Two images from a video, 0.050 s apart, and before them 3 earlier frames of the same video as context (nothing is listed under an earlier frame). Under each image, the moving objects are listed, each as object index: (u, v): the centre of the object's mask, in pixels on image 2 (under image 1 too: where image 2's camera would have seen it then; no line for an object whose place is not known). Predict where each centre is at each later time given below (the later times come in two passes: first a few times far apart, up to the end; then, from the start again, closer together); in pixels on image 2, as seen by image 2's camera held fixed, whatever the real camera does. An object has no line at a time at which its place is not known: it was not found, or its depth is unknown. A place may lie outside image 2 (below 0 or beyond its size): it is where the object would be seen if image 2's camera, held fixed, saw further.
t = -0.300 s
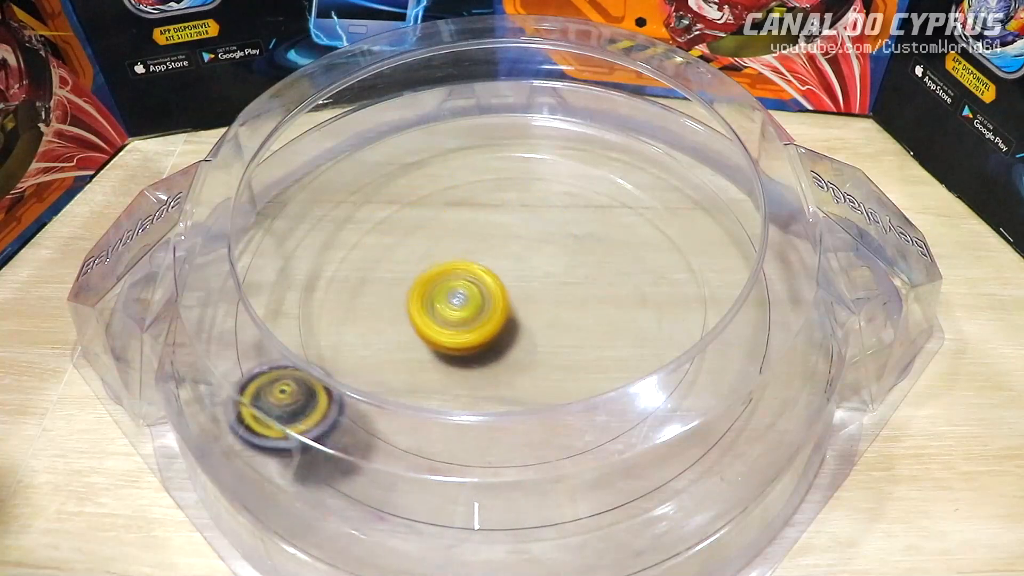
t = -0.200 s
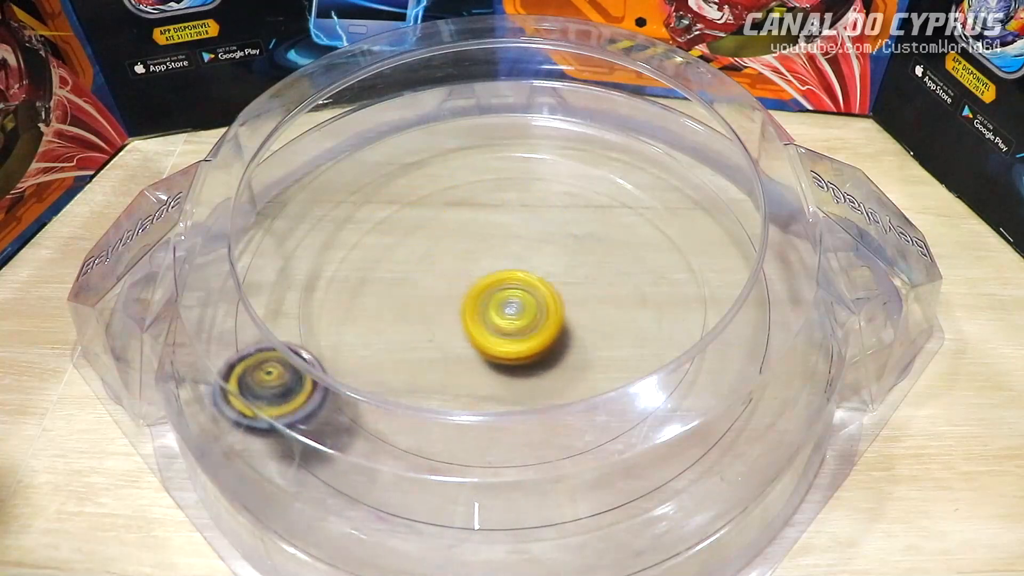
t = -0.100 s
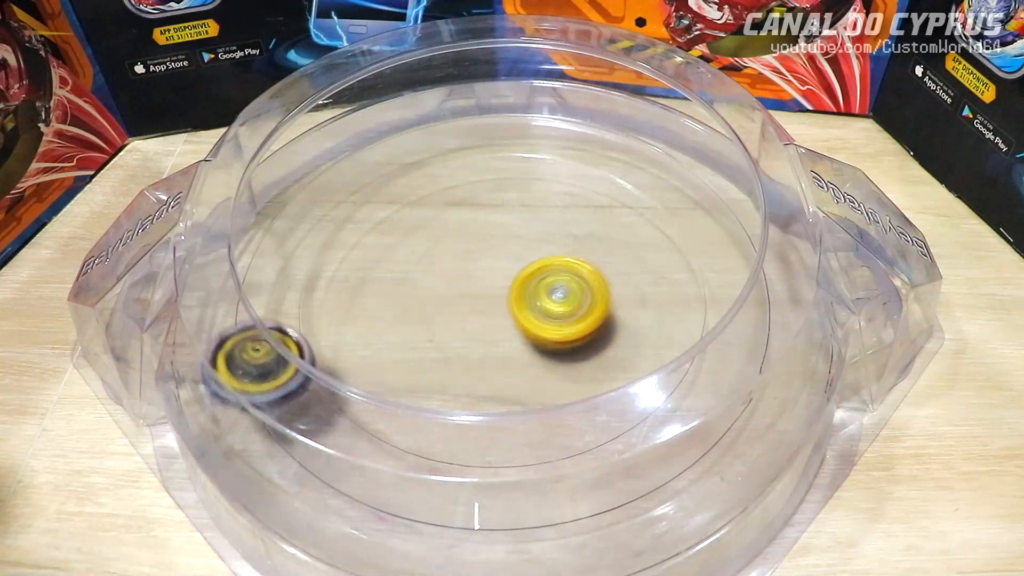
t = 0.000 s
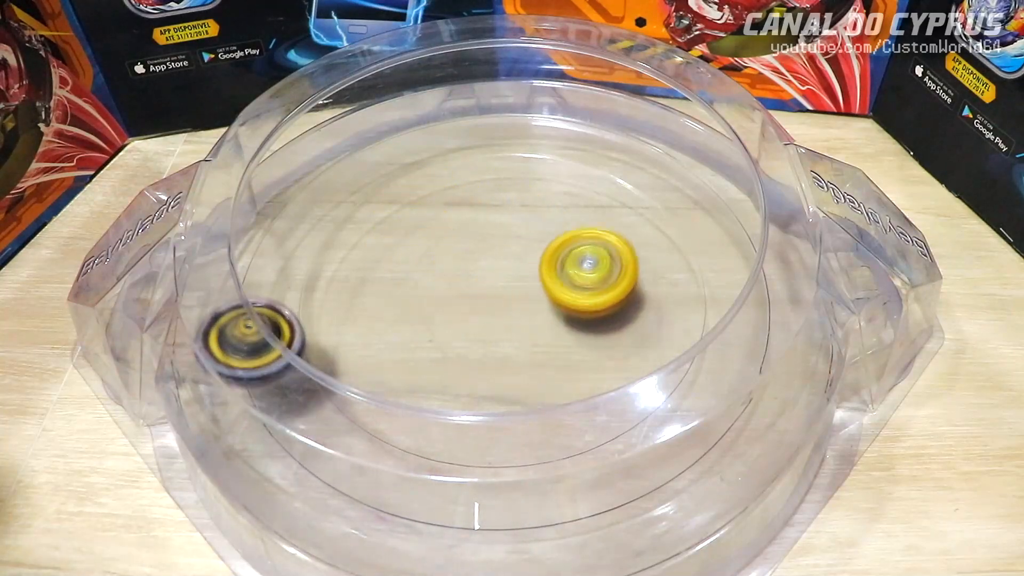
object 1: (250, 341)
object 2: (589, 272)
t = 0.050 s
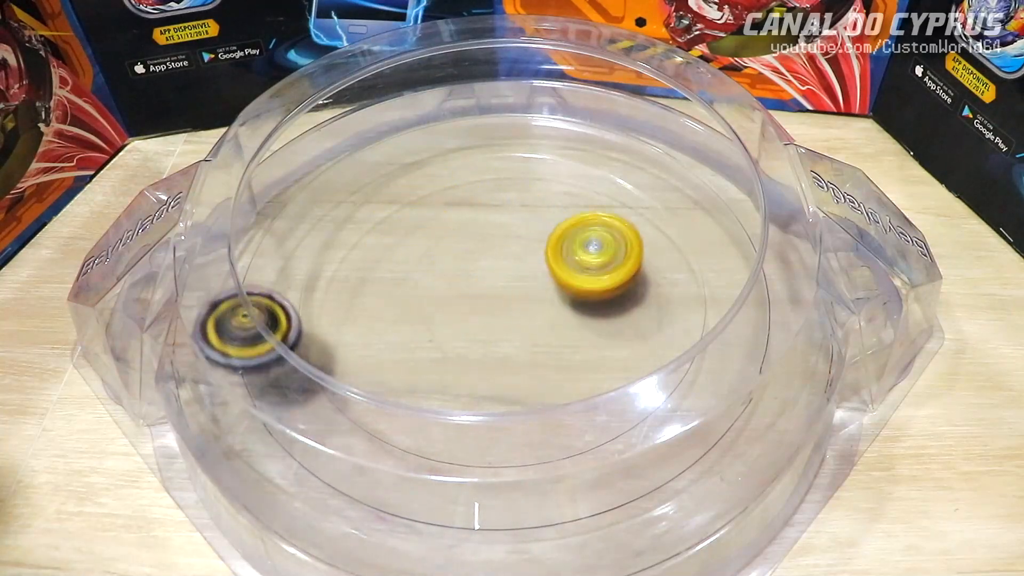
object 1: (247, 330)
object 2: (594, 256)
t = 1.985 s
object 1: (537, 127)
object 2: (532, 269)
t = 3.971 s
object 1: (556, 288)
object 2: (408, 340)
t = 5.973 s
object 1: (416, 307)
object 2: (625, 278)
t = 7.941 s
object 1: (534, 306)
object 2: (420, 307)
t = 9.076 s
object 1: (530, 261)
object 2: (425, 320)
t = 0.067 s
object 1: (246, 326)
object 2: (595, 250)
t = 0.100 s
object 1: (245, 319)
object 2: (594, 239)
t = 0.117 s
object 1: (245, 316)
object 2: (592, 235)
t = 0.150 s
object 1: (245, 308)
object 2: (586, 226)
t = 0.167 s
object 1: (245, 305)
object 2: (581, 222)
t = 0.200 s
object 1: (246, 297)
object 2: (570, 217)
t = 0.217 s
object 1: (246, 293)
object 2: (564, 215)
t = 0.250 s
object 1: (246, 285)
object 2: (549, 214)
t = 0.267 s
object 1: (247, 281)
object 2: (541, 216)
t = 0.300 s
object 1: (248, 273)
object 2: (526, 220)
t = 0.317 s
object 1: (249, 269)
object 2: (517, 223)
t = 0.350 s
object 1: (250, 263)
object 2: (502, 231)
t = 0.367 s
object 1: (251, 259)
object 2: (495, 236)
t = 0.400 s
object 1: (253, 253)
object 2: (483, 248)
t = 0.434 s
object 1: (256, 245)
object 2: (474, 261)
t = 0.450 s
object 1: (257, 241)
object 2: (470, 267)
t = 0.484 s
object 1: (260, 234)
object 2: (465, 280)
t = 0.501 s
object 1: (261, 231)
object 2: (464, 287)
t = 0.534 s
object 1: (266, 224)
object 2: (464, 300)
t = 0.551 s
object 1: (268, 220)
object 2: (465, 307)
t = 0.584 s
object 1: (276, 215)
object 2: (470, 318)
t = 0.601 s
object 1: (277, 212)
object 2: (473, 323)
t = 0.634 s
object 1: (281, 206)
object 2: (482, 334)
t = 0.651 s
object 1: (282, 203)
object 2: (487, 337)
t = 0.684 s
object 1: (286, 198)
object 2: (498, 344)
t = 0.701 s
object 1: (287, 195)
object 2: (505, 347)
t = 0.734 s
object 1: (292, 189)
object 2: (519, 351)
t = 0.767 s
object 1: (296, 185)
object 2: (533, 352)
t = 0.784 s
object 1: (299, 182)
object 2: (541, 352)
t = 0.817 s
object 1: (304, 177)
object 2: (555, 350)
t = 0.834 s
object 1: (306, 175)
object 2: (562, 348)
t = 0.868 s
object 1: (312, 171)
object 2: (575, 342)
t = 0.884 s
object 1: (315, 168)
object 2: (580, 338)
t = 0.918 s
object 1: (321, 163)
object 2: (589, 329)
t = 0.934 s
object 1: (324, 161)
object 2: (591, 324)
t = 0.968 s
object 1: (330, 157)
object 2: (592, 312)
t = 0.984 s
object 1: (333, 154)
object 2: (591, 306)
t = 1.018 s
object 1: (340, 150)
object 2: (585, 295)
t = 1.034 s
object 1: (344, 148)
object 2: (582, 290)
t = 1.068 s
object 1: (350, 144)
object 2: (571, 280)
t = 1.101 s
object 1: (358, 141)
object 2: (559, 273)
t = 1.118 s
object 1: (362, 139)
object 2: (551, 269)
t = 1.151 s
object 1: (369, 134)
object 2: (536, 265)
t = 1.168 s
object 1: (373, 133)
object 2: (527, 263)
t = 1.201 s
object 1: (381, 130)
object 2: (510, 261)
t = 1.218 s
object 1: (384, 128)
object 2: (503, 261)
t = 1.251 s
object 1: (391, 125)
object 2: (486, 262)
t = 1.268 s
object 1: (395, 124)
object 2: (477, 263)
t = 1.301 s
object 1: (403, 122)
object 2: (463, 266)
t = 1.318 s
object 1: (406, 121)
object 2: (455, 268)
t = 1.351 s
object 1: (414, 119)
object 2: (442, 274)
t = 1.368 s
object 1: (417, 118)
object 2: (436, 277)
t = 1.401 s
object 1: (425, 116)
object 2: (426, 284)
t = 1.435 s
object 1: (431, 114)
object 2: (418, 293)
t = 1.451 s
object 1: (435, 113)
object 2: (414, 297)
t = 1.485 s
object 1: (443, 113)
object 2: (410, 306)
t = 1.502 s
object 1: (446, 112)
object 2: (408, 311)
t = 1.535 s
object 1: (453, 112)
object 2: (408, 322)
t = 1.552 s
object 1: (457, 111)
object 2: (409, 326)
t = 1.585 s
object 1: (464, 111)
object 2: (414, 336)
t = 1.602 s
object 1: (468, 111)
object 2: (420, 340)
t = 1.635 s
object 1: (475, 111)
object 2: (431, 346)
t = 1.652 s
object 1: (478, 111)
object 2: (438, 348)
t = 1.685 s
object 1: (486, 112)
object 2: (454, 350)
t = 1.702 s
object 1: (488, 112)
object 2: (462, 350)
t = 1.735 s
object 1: (494, 113)
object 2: (481, 347)
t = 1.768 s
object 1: (501, 114)
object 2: (497, 342)
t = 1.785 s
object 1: (503, 114)
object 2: (505, 339)
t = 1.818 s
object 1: (509, 116)
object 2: (517, 329)
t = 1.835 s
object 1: (512, 117)
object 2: (522, 324)
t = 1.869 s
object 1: (517, 117)
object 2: (530, 313)
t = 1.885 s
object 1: (520, 119)
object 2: (532, 306)
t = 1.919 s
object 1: (527, 122)
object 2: (535, 294)
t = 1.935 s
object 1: (529, 123)
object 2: (536, 288)
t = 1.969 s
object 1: (534, 125)
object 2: (534, 275)
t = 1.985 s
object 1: (537, 127)
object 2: (532, 269)
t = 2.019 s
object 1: (543, 130)
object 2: (528, 259)
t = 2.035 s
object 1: (545, 131)
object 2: (524, 253)
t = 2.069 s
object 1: (546, 134)
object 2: (516, 244)
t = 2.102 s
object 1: (544, 140)
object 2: (507, 236)
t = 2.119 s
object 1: (540, 144)
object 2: (501, 232)
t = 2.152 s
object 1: (531, 153)
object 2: (490, 227)
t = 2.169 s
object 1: (527, 157)
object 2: (482, 226)
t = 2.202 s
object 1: (526, 159)
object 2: (457, 234)
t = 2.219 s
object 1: (525, 163)
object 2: (446, 238)
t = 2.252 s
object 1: (520, 172)
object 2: (428, 248)
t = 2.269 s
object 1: (517, 178)
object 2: (421, 253)
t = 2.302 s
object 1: (508, 191)
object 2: (412, 262)
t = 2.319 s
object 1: (505, 198)
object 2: (409, 268)
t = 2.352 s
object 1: (497, 215)
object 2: (405, 279)
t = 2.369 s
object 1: (493, 223)
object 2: (404, 285)
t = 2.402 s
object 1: (489, 243)
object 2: (405, 297)
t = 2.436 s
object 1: (488, 260)
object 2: (412, 307)
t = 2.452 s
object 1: (490, 268)
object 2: (411, 313)
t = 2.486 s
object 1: (509, 276)
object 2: (394, 332)
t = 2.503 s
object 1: (518, 280)
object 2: (387, 341)
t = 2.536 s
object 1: (533, 288)
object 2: (381, 353)
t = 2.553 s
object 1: (539, 293)
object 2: (381, 357)
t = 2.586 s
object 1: (549, 301)
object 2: (386, 364)
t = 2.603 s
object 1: (553, 302)
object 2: (390, 367)
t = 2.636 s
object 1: (561, 305)
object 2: (396, 382)
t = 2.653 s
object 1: (565, 308)
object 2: (401, 386)
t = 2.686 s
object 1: (572, 308)
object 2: (414, 389)
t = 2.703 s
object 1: (574, 307)
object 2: (420, 396)
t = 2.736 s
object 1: (579, 308)
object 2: (436, 400)
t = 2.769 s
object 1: (582, 307)
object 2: (452, 403)
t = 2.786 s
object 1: (583, 308)
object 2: (460, 403)
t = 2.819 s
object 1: (586, 307)
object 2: (479, 401)
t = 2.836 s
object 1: (586, 306)
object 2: (487, 400)
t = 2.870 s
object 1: (587, 306)
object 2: (505, 394)
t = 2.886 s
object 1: (588, 306)
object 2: (512, 382)
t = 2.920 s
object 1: (589, 305)
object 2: (529, 377)
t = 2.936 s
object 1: (590, 305)
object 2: (535, 373)
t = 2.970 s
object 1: (593, 300)
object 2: (542, 369)
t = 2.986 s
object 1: (596, 297)
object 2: (540, 368)
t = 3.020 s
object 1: (598, 290)
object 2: (536, 365)
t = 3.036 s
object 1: (598, 288)
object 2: (534, 362)
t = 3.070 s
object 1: (593, 284)
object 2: (533, 354)
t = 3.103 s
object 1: (589, 278)
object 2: (527, 347)
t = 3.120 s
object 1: (589, 273)
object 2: (521, 347)
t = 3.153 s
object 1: (583, 265)
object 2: (512, 341)
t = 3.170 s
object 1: (578, 260)
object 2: (508, 338)
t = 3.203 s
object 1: (566, 257)
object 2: (504, 331)
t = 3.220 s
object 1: (560, 254)
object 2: (502, 327)
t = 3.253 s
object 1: (546, 251)
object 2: (494, 320)
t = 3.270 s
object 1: (542, 249)
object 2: (486, 319)
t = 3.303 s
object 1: (533, 243)
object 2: (470, 317)
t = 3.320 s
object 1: (528, 242)
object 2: (464, 315)
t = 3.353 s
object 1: (515, 243)
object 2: (453, 314)
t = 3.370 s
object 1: (508, 244)
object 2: (448, 313)
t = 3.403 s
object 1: (495, 248)
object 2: (440, 313)
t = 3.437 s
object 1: (485, 252)
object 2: (427, 316)
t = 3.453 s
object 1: (481, 252)
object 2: (421, 317)
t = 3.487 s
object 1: (473, 259)
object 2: (411, 321)
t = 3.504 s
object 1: (469, 261)
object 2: (407, 322)
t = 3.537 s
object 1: (463, 269)
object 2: (399, 324)
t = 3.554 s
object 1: (463, 271)
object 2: (391, 329)
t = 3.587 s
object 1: (466, 278)
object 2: (375, 336)
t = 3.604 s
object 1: (468, 280)
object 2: (370, 339)
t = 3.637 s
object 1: (470, 289)
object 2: (364, 343)
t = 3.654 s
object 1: (471, 294)
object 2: (362, 345)
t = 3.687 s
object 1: (476, 304)
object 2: (360, 347)
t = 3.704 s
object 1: (479, 308)
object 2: (360, 348)
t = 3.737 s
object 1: (488, 314)
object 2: (360, 349)
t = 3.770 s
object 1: (499, 319)
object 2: (360, 350)
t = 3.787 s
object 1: (506, 320)
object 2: (361, 350)
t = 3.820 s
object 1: (518, 319)
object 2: (365, 351)
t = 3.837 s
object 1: (525, 318)
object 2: (368, 351)
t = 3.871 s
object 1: (537, 314)
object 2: (375, 350)
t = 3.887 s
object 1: (542, 309)
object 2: (380, 351)
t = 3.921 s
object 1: (550, 301)
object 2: (390, 348)
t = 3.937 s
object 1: (553, 296)
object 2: (396, 346)
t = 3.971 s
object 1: (556, 288)
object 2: (408, 340)
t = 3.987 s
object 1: (555, 282)
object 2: (415, 337)
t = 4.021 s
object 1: (551, 272)
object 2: (430, 329)
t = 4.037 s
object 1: (547, 267)
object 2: (437, 326)
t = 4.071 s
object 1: (538, 260)
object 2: (451, 318)
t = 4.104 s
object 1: (528, 254)
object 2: (461, 311)
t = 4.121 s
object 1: (529, 247)
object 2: (460, 311)
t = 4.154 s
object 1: (528, 235)
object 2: (460, 309)
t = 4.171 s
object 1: (525, 232)
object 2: (461, 307)
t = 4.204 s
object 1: (518, 225)
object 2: (467, 302)
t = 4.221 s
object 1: (512, 224)
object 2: (470, 300)
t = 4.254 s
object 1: (503, 220)
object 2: (474, 295)
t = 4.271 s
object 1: (498, 217)
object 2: (475, 295)
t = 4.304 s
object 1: (489, 213)
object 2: (478, 292)
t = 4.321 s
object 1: (484, 212)
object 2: (479, 291)
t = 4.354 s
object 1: (475, 208)
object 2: (482, 290)
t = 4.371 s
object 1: (471, 208)
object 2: (485, 289)
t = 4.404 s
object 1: (462, 209)
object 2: (489, 286)
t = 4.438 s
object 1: (453, 210)
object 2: (495, 286)
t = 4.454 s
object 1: (449, 209)
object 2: (498, 288)
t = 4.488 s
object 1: (441, 212)
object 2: (504, 288)
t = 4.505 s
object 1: (438, 214)
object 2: (508, 287)
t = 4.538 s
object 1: (433, 222)
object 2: (514, 286)
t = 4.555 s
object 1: (431, 224)
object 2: (516, 285)
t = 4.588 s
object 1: (430, 234)
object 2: (521, 281)
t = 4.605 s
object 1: (430, 240)
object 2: (523, 280)
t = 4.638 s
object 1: (432, 252)
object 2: (525, 277)
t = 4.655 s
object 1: (426, 254)
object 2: (536, 279)
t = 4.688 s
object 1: (410, 252)
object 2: (569, 284)
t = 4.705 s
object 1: (403, 252)
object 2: (583, 286)
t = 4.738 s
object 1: (396, 256)
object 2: (606, 287)
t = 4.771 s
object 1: (396, 263)
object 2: (623, 287)
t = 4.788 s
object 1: (397, 268)
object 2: (628, 287)
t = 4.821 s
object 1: (403, 279)
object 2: (637, 284)
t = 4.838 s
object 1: (406, 283)
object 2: (641, 283)
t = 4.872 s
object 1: (416, 293)
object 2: (647, 280)
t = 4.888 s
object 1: (420, 297)
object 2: (649, 278)
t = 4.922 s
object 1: (432, 305)
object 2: (653, 276)
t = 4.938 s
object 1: (439, 308)
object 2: (654, 276)
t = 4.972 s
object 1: (452, 315)
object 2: (656, 275)
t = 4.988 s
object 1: (459, 316)
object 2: (655, 275)
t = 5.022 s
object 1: (473, 320)
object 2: (653, 273)
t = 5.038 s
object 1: (480, 321)
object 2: (652, 275)
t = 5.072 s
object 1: (494, 322)
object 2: (648, 276)
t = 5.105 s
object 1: (508, 322)
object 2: (644, 278)
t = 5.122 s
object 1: (515, 320)
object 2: (642, 279)
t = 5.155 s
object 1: (529, 318)
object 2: (637, 282)
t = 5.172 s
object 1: (535, 316)
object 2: (634, 283)
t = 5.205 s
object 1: (531, 312)
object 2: (640, 283)
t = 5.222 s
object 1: (528, 310)
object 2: (642, 283)
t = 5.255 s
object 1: (523, 304)
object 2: (641, 284)
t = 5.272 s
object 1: (521, 303)
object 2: (638, 285)
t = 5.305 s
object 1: (519, 298)
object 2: (630, 287)
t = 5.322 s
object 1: (520, 296)
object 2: (625, 287)
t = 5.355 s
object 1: (514, 291)
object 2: (627, 289)
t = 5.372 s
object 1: (499, 284)
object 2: (638, 293)
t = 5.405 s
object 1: (476, 275)
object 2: (653, 297)
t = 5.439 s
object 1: (458, 269)
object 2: (662, 299)
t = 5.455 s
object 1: (451, 267)
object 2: (664, 299)
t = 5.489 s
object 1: (440, 264)
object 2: (667, 301)
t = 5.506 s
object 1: (436, 265)
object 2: (668, 302)
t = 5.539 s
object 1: (431, 268)
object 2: (667, 302)
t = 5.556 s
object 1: (430, 271)
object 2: (666, 303)
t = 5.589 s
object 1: (426, 279)
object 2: (661, 304)
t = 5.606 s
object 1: (424, 282)
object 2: (658, 304)
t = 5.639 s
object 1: (424, 290)
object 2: (649, 305)
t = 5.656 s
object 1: (425, 293)
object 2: (644, 306)
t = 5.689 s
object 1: (428, 302)
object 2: (631, 308)
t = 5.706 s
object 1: (430, 305)
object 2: (624, 308)
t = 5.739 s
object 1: (438, 313)
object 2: (609, 310)
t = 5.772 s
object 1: (448, 319)
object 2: (595, 310)
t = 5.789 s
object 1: (453, 321)
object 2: (588, 310)
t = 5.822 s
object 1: (466, 325)
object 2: (572, 310)
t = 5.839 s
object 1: (466, 324)
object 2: (571, 308)
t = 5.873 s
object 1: (445, 321)
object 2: (596, 301)
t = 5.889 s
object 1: (437, 318)
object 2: (606, 297)
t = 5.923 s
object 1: (423, 313)
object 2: (620, 289)
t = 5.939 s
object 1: (419, 311)
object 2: (623, 284)
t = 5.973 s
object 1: (416, 307)
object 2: (625, 278)
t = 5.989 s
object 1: (416, 307)
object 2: (626, 274)
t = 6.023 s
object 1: (419, 308)
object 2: (623, 268)
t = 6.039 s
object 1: (422, 309)
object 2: (619, 265)
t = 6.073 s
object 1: (428, 311)
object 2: (613, 260)
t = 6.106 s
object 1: (435, 313)
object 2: (604, 256)
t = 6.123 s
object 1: (441, 315)
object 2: (598, 255)
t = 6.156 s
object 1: (451, 315)
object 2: (587, 252)
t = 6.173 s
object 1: (456, 316)
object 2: (581, 250)
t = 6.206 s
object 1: (467, 313)
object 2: (570, 250)
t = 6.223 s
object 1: (471, 311)
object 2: (564, 249)
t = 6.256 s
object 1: (480, 305)
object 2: (552, 248)
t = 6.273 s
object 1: (474, 307)
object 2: (558, 241)
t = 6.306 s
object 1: (457, 312)
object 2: (571, 224)
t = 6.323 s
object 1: (452, 314)
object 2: (576, 216)
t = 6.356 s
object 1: (446, 317)
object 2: (583, 206)
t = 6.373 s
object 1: (445, 316)
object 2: (584, 202)
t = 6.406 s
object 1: (448, 317)
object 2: (582, 197)
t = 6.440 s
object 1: (457, 318)
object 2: (578, 194)
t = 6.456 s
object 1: (461, 319)
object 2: (575, 193)
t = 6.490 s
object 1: (469, 317)
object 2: (569, 191)
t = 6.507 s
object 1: (473, 315)
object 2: (566, 190)
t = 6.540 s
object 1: (481, 311)
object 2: (558, 189)
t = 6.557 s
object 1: (485, 309)
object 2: (555, 189)
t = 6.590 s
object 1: (491, 302)
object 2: (547, 190)
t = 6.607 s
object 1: (494, 301)
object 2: (542, 191)
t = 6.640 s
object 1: (498, 294)
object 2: (533, 192)
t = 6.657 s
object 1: (500, 290)
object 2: (528, 194)
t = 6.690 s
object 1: (503, 284)
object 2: (519, 196)
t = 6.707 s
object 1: (502, 282)
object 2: (516, 197)
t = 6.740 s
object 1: (492, 296)
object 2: (518, 181)
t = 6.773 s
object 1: (483, 307)
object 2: (520, 169)
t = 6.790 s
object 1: (480, 312)
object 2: (520, 166)
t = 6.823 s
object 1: (477, 320)
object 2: (519, 163)
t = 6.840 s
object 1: (477, 320)
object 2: (517, 163)
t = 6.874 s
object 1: (480, 322)
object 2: (514, 164)
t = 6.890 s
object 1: (485, 323)
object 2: (510, 165)
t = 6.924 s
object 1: (493, 324)
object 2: (504, 168)
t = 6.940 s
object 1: (498, 324)
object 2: (501, 170)
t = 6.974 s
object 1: (506, 322)
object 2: (495, 175)
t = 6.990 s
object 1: (510, 321)
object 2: (491, 178)
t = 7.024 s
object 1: (518, 316)
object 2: (487, 186)
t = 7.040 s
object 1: (521, 314)
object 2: (484, 190)
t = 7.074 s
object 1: (527, 308)
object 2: (480, 200)
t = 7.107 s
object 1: (531, 301)
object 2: (477, 209)
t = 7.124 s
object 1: (532, 297)
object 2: (475, 215)
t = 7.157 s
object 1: (534, 292)
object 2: (472, 226)
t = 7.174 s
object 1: (535, 290)
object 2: (468, 230)
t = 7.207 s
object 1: (537, 288)
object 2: (464, 235)
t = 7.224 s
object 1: (538, 286)
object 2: (460, 237)
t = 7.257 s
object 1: (539, 284)
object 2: (456, 241)
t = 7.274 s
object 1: (540, 282)
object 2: (453, 244)
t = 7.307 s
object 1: (540, 279)
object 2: (448, 248)
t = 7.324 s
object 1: (541, 278)
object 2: (446, 250)
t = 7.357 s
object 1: (539, 275)
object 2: (441, 255)
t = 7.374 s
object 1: (538, 275)
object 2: (439, 257)
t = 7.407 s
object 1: (535, 273)
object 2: (436, 262)
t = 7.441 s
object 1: (530, 271)
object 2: (432, 266)
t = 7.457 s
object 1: (529, 271)
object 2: (430, 269)
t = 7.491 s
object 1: (530, 272)
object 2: (421, 272)
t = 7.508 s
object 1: (530, 271)
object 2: (419, 274)
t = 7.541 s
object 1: (528, 274)
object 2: (415, 277)
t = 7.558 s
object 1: (528, 276)
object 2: (414, 279)
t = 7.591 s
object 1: (526, 278)
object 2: (411, 282)
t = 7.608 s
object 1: (524, 280)
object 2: (410, 284)
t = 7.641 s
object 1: (522, 282)
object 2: (408, 287)
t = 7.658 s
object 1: (520, 284)
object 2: (408, 289)
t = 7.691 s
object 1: (519, 287)
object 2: (407, 292)
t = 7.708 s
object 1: (517, 289)
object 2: (407, 294)
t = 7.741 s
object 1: (516, 293)
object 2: (409, 297)
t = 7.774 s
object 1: (515, 295)
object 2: (414, 302)
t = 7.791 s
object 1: (515, 298)
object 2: (416, 303)
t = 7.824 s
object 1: (524, 301)
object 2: (411, 303)
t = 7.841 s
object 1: (528, 302)
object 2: (408, 303)
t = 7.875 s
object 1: (532, 304)
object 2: (410, 304)
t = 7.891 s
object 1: (532, 304)
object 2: (412, 305)
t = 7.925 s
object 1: (534, 306)
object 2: (416, 306)
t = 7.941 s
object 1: (534, 306)
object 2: (420, 307)
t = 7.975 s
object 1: (534, 307)
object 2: (425, 308)
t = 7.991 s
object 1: (534, 308)
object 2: (430, 308)
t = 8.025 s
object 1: (537, 308)
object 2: (434, 307)
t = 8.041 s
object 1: (540, 307)
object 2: (436, 306)
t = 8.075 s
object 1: (559, 305)
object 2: (426, 301)
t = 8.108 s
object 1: (575, 302)
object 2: (418, 295)
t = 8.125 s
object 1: (578, 301)
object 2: (417, 293)
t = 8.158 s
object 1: (584, 296)
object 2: (415, 289)
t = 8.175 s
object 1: (584, 293)
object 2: (415, 288)
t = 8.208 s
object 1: (587, 287)
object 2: (416, 286)
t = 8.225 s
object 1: (587, 287)
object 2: (417, 285)
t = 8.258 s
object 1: (586, 280)
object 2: (420, 283)
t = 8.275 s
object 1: (584, 280)
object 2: (422, 282)
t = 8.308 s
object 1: (581, 275)
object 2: (426, 281)
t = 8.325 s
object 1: (577, 274)
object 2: (428, 280)
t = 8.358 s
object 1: (570, 270)
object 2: (434, 279)
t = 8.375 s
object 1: (565, 270)
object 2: (438, 280)
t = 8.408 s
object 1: (556, 268)
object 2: (444, 280)
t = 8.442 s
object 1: (546, 267)
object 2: (450, 283)
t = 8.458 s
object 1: (551, 266)
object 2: (442, 283)
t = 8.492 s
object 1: (563, 263)
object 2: (424, 282)
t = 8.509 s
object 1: (567, 261)
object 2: (415, 283)
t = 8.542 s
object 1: (568, 261)
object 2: (405, 282)
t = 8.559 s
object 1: (568, 261)
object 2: (402, 283)
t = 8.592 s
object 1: (562, 258)
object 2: (401, 284)
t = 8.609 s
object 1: (559, 259)
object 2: (402, 284)
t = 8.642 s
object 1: (551, 259)
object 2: (408, 288)
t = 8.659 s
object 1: (547, 259)
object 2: (411, 290)
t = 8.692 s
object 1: (537, 261)
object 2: (418, 293)
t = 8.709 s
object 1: (534, 262)
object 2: (421, 296)
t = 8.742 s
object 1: (526, 264)
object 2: (427, 300)
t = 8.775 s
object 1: (520, 266)
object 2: (435, 305)
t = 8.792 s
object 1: (518, 267)
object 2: (434, 308)
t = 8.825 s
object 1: (533, 263)
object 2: (416, 314)
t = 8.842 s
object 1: (541, 262)
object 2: (409, 317)
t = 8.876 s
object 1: (548, 259)
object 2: (401, 321)
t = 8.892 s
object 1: (549, 258)
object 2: (400, 322)
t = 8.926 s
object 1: (549, 257)
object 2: (402, 322)
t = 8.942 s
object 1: (548, 258)
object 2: (404, 322)
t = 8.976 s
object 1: (545, 258)
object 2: (408, 322)
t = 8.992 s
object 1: (543, 257)
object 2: (410, 321)
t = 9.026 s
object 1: (539, 259)
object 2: (416, 321)
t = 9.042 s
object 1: (536, 258)
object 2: (419, 321)
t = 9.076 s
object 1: (530, 261)
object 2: (425, 320)
